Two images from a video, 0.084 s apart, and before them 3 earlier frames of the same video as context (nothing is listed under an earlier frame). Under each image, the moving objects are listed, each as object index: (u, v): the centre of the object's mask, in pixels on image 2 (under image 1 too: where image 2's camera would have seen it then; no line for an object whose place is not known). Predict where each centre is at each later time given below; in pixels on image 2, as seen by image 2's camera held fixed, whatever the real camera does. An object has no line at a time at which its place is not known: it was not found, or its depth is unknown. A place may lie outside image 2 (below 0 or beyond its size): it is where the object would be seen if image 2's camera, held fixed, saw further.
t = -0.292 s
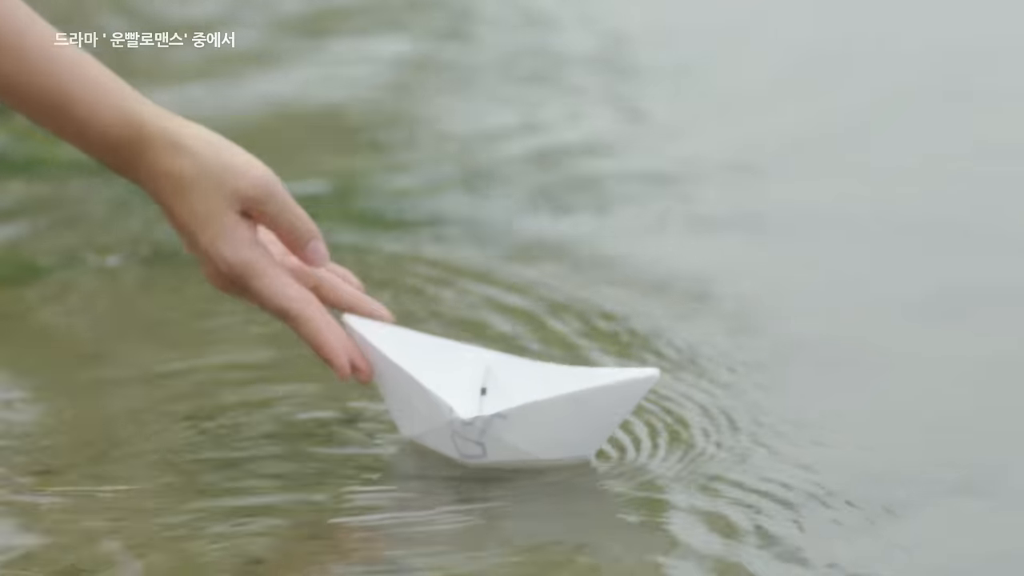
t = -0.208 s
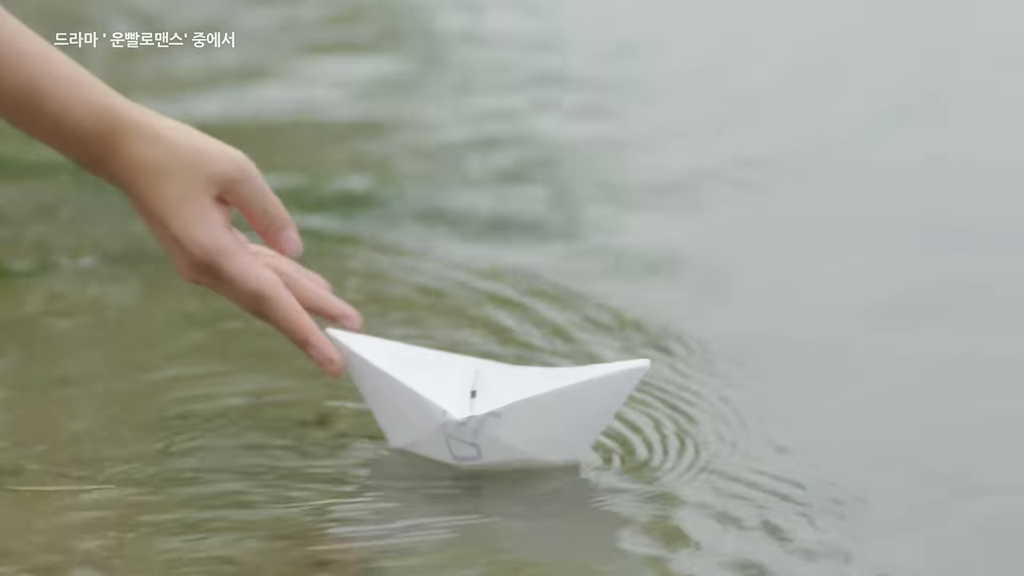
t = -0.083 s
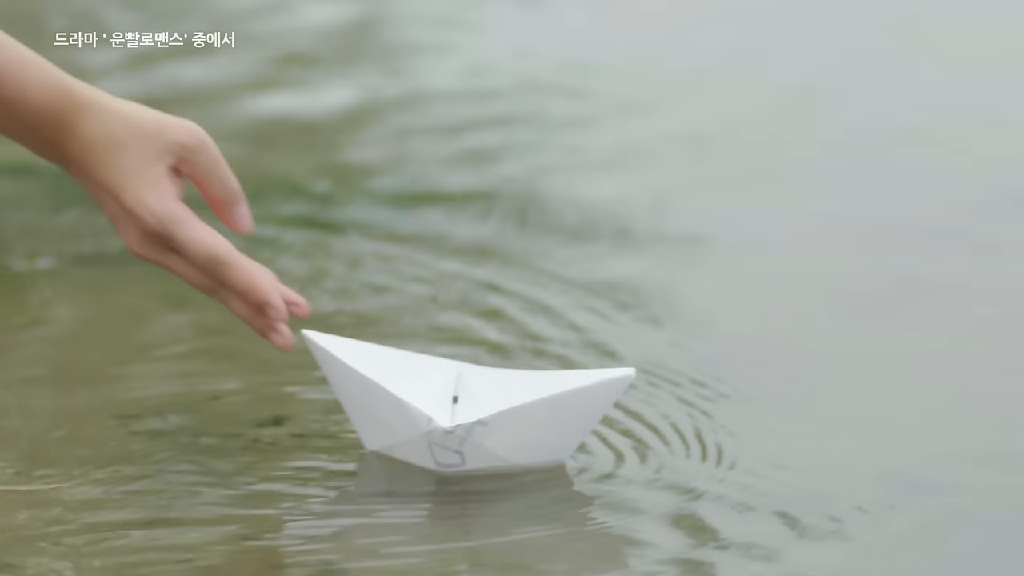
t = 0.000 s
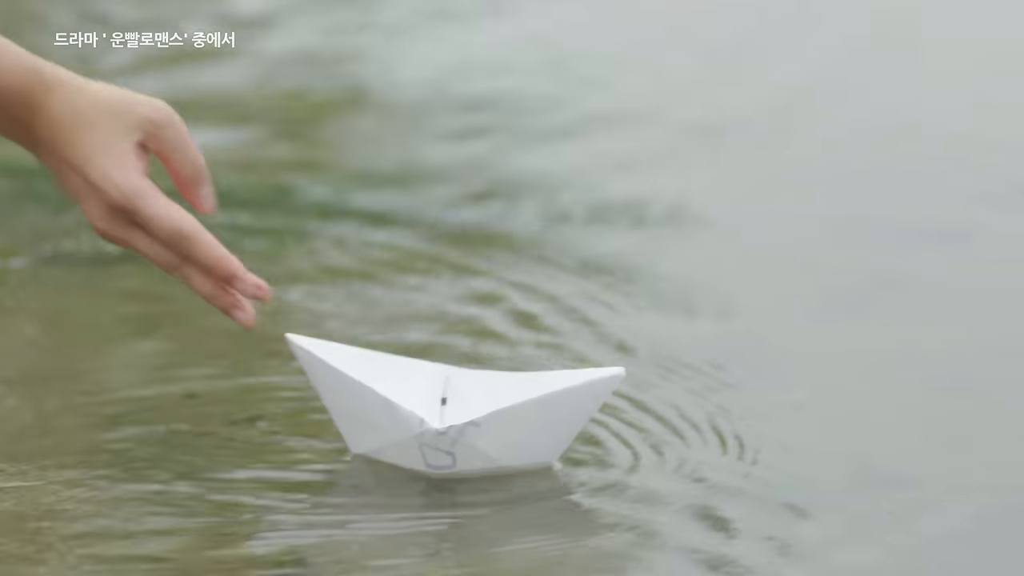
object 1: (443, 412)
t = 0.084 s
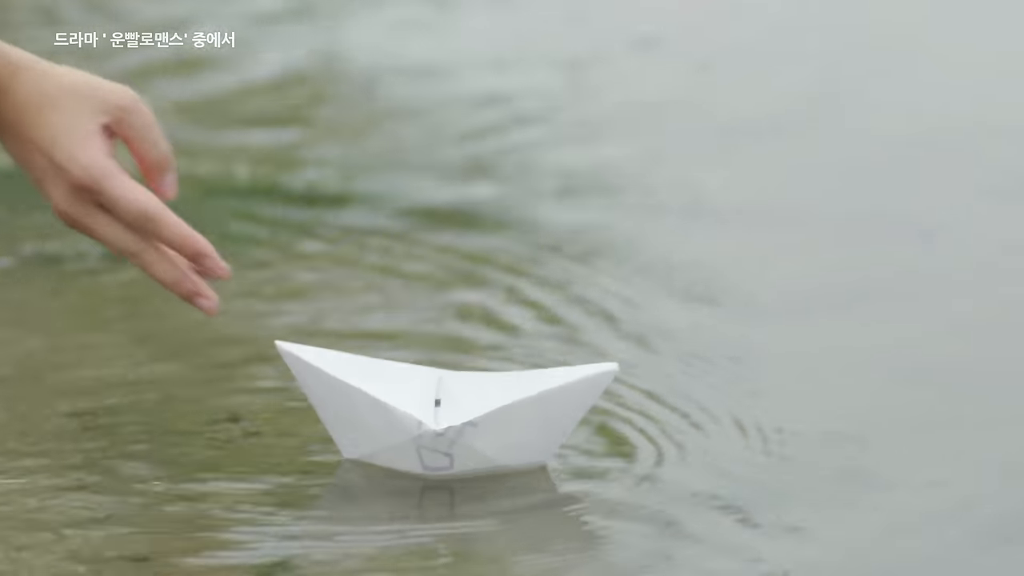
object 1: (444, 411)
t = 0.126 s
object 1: (443, 410)
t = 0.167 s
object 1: (443, 410)
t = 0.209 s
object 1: (442, 410)
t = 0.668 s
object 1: (424, 399)
